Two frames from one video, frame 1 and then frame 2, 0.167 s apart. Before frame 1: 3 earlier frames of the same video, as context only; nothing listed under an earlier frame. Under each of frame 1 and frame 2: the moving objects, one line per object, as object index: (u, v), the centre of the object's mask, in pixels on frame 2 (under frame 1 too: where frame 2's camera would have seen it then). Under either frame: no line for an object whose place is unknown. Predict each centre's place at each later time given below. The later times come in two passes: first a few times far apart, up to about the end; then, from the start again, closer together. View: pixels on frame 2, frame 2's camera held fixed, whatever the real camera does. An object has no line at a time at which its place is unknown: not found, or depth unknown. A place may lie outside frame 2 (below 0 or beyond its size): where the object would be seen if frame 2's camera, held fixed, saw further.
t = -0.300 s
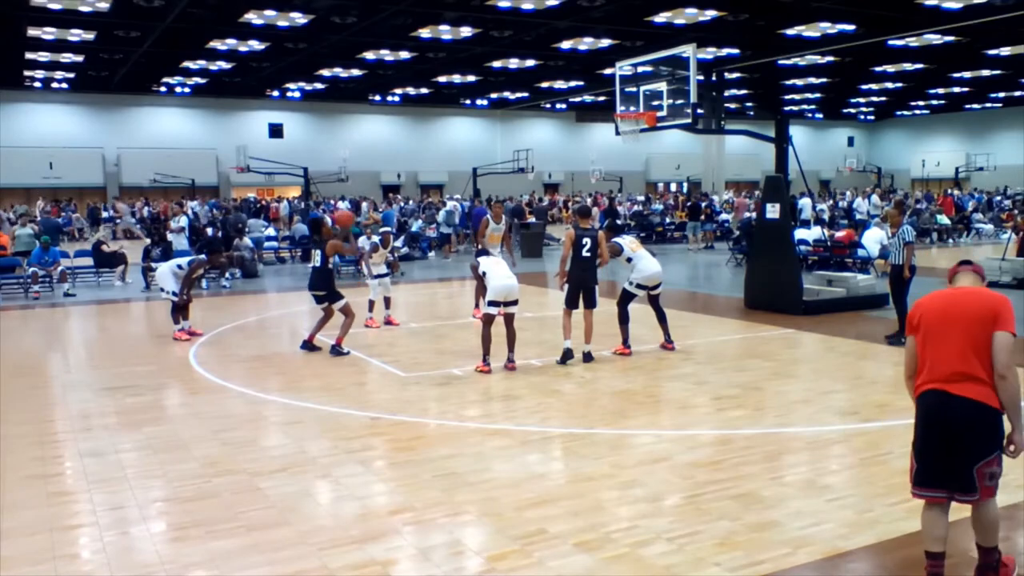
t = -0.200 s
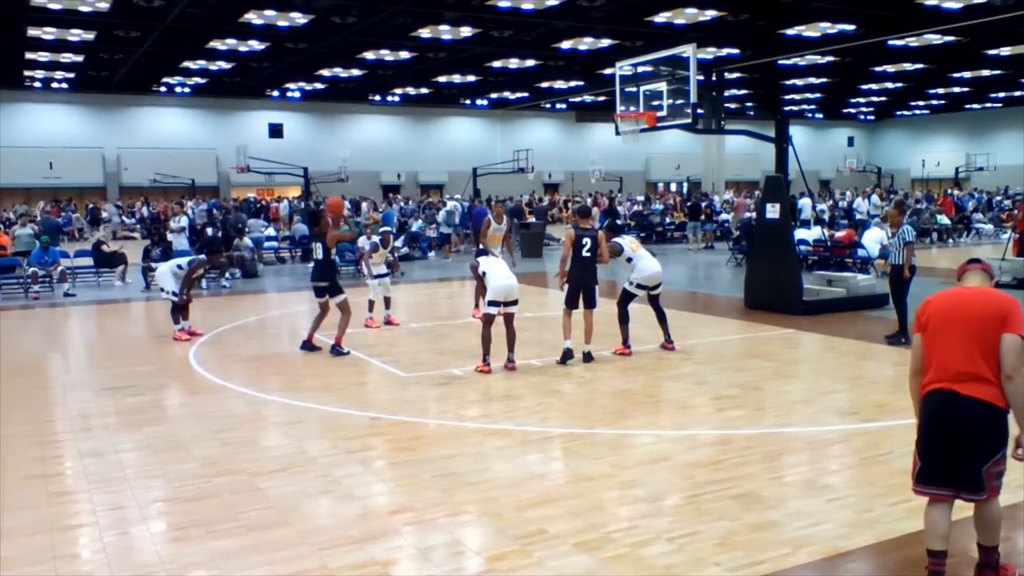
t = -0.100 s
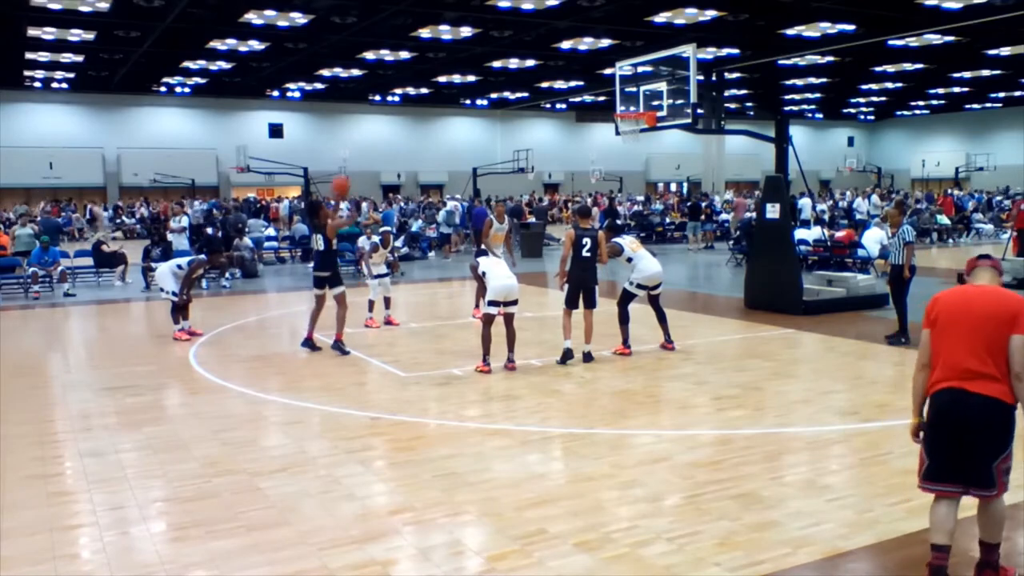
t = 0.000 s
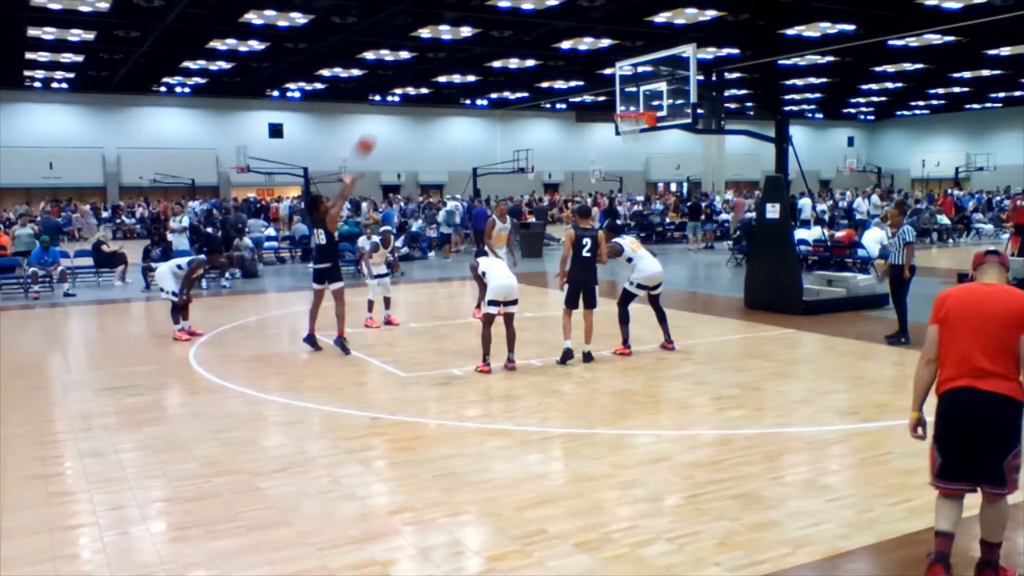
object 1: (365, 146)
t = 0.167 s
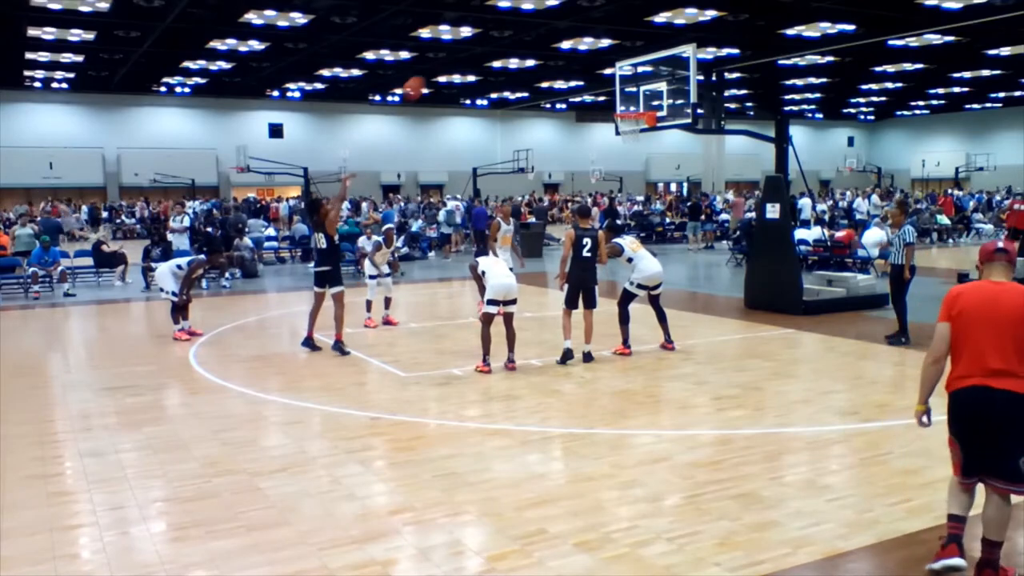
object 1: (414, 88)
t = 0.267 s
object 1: (442, 65)
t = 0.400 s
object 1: (480, 46)
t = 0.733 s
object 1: (569, 58)
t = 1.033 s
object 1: (642, 127)
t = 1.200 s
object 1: (647, 137)
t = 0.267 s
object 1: (442, 65)
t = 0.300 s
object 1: (452, 59)
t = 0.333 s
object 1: (462, 54)
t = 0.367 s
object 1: (471, 49)
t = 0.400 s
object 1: (480, 46)
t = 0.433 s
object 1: (490, 43)
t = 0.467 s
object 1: (499, 41)
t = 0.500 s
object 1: (508, 41)
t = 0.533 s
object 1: (517, 41)
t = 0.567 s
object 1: (526, 41)
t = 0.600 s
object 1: (534, 42)
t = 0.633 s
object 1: (543, 45)
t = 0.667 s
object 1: (551, 48)
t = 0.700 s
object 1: (560, 53)
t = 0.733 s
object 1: (569, 58)
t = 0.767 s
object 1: (577, 62)
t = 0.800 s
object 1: (586, 68)
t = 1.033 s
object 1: (642, 127)
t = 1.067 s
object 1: (644, 128)
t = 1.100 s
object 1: (645, 129)
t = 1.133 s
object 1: (646, 131)
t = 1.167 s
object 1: (646, 135)
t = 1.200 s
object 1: (647, 137)
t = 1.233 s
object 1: (648, 141)
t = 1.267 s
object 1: (649, 147)
